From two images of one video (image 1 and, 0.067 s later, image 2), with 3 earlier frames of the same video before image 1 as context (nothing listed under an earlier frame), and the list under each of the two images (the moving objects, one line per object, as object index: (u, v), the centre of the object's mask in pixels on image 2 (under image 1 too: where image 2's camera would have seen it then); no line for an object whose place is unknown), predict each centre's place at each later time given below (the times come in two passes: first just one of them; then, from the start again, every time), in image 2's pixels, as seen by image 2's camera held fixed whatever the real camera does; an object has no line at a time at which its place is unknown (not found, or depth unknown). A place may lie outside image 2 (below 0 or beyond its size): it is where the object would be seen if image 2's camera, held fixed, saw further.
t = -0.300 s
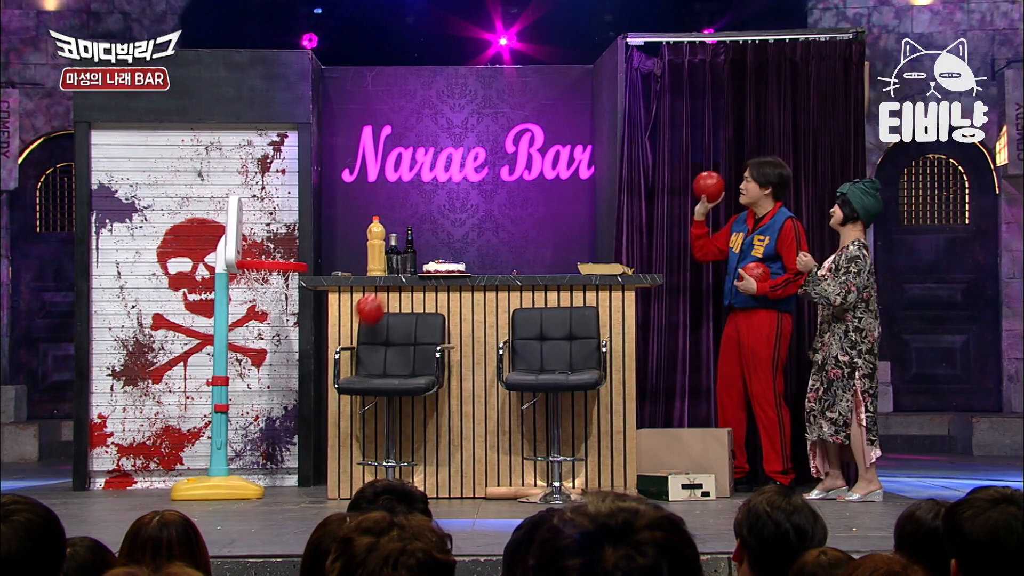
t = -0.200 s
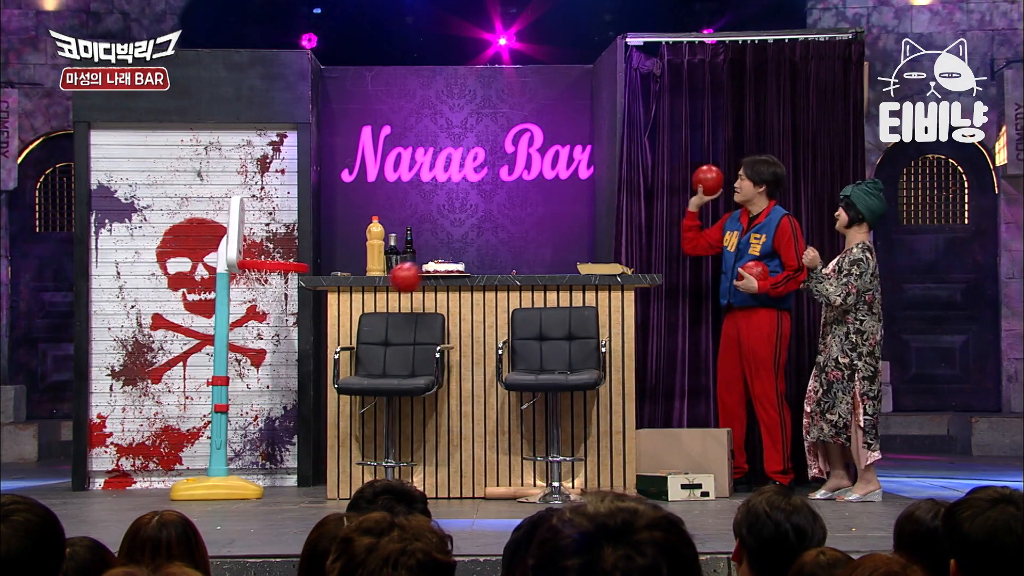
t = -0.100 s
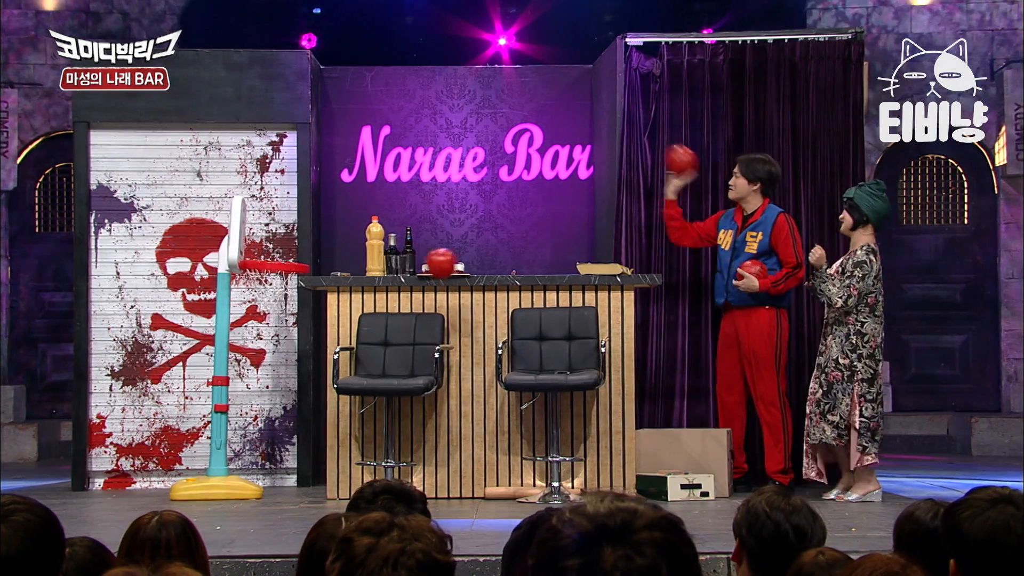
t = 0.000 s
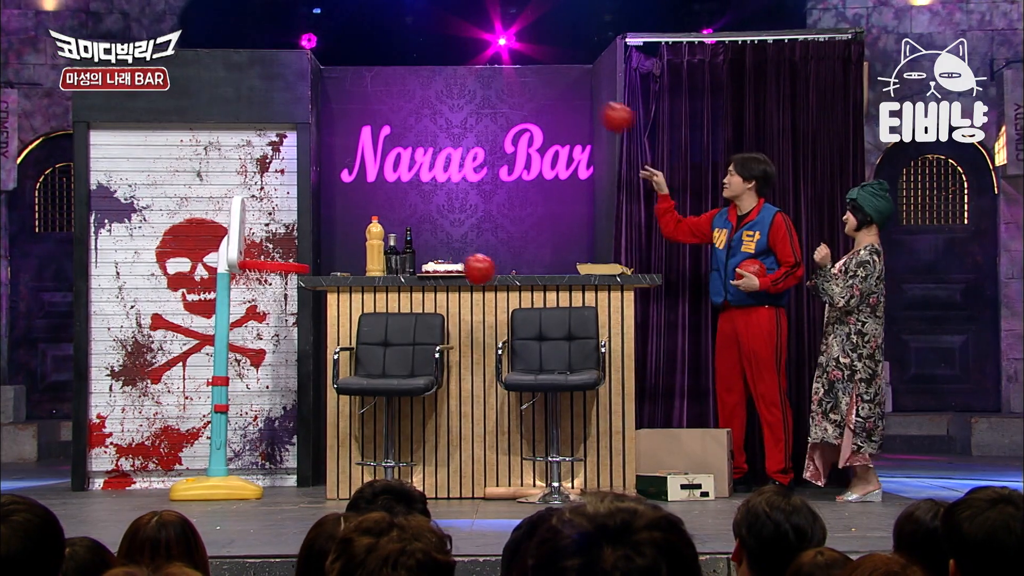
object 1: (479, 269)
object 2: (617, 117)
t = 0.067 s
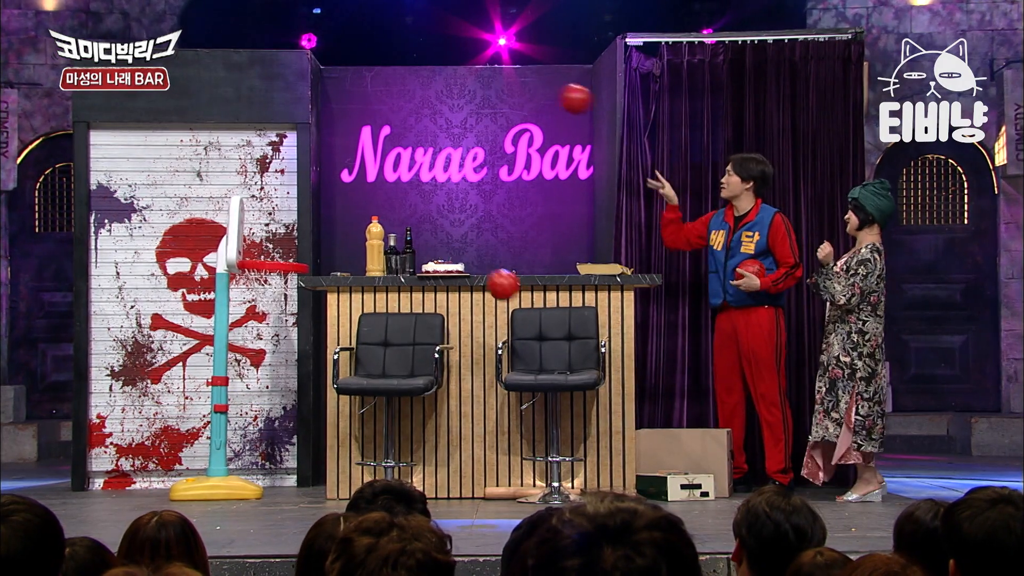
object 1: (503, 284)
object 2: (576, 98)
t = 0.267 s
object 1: (577, 383)
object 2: (458, 99)
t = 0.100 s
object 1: (515, 295)
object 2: (556, 93)
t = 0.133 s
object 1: (528, 310)
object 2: (536, 90)
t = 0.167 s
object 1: (540, 324)
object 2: (517, 88)
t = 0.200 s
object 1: (552, 341)
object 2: (497, 90)
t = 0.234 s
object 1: (565, 360)
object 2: (478, 93)
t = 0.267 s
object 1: (577, 383)
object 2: (458, 99)
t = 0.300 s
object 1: (590, 408)
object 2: (439, 106)
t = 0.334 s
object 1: (602, 435)
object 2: (419, 116)
